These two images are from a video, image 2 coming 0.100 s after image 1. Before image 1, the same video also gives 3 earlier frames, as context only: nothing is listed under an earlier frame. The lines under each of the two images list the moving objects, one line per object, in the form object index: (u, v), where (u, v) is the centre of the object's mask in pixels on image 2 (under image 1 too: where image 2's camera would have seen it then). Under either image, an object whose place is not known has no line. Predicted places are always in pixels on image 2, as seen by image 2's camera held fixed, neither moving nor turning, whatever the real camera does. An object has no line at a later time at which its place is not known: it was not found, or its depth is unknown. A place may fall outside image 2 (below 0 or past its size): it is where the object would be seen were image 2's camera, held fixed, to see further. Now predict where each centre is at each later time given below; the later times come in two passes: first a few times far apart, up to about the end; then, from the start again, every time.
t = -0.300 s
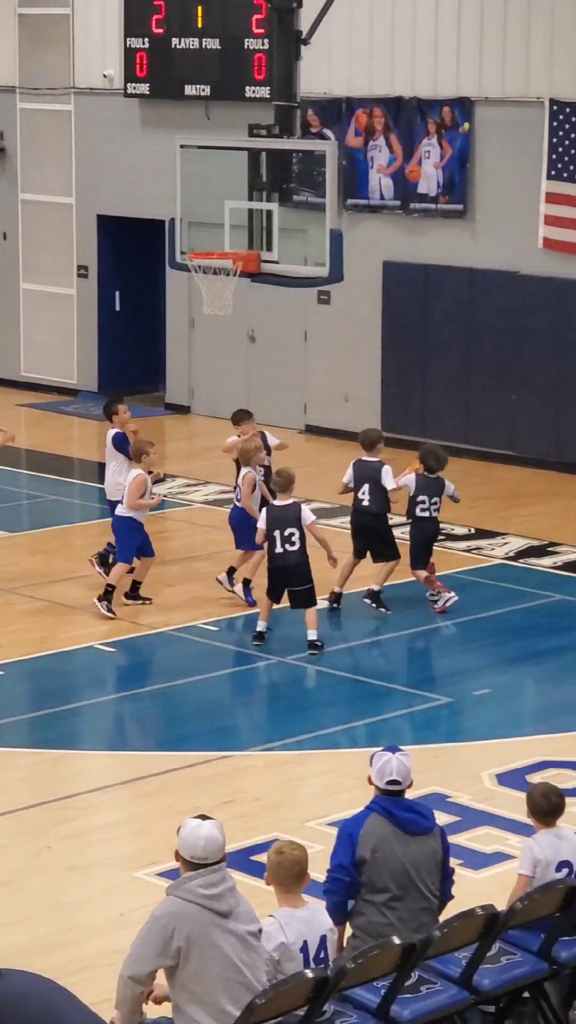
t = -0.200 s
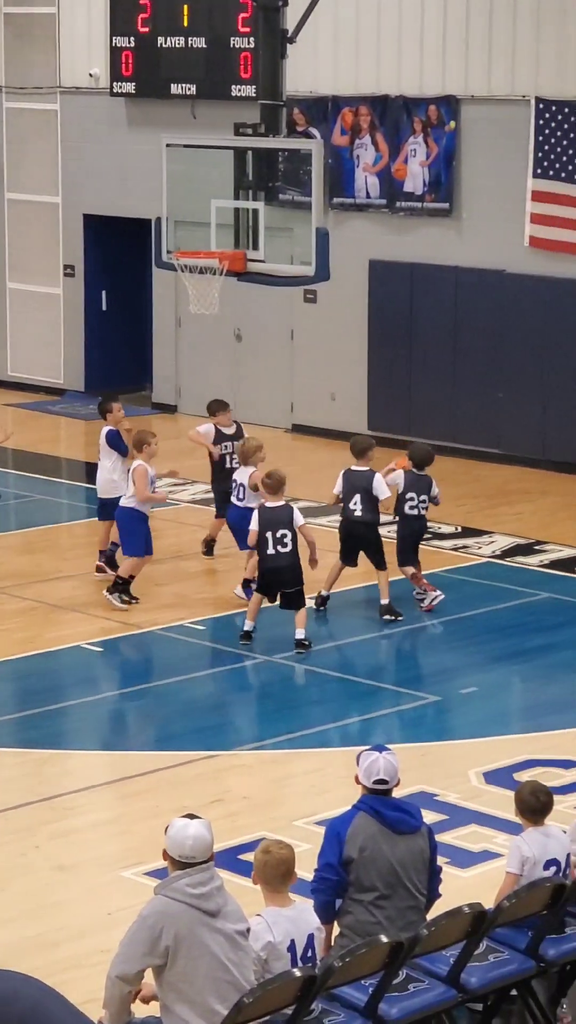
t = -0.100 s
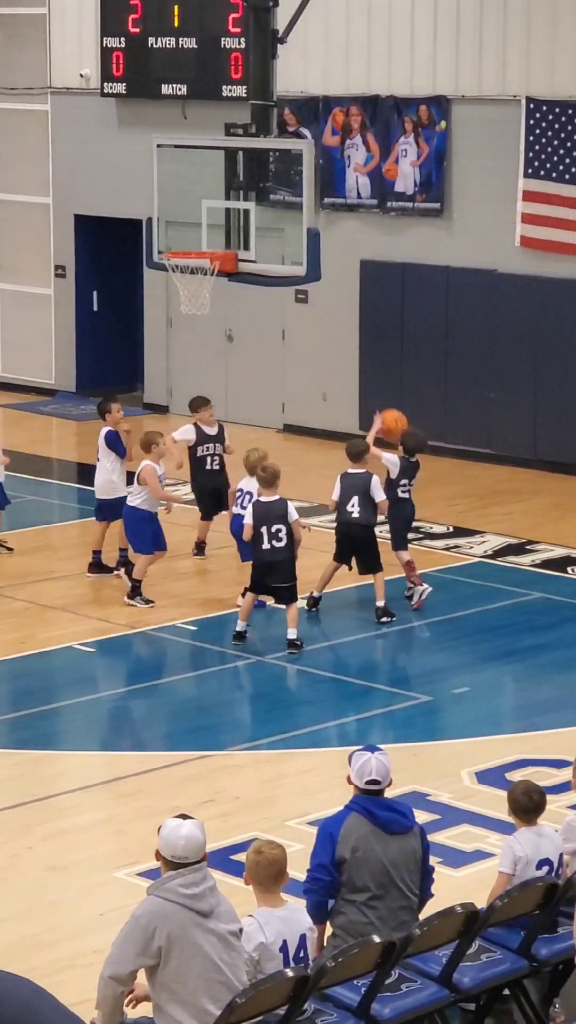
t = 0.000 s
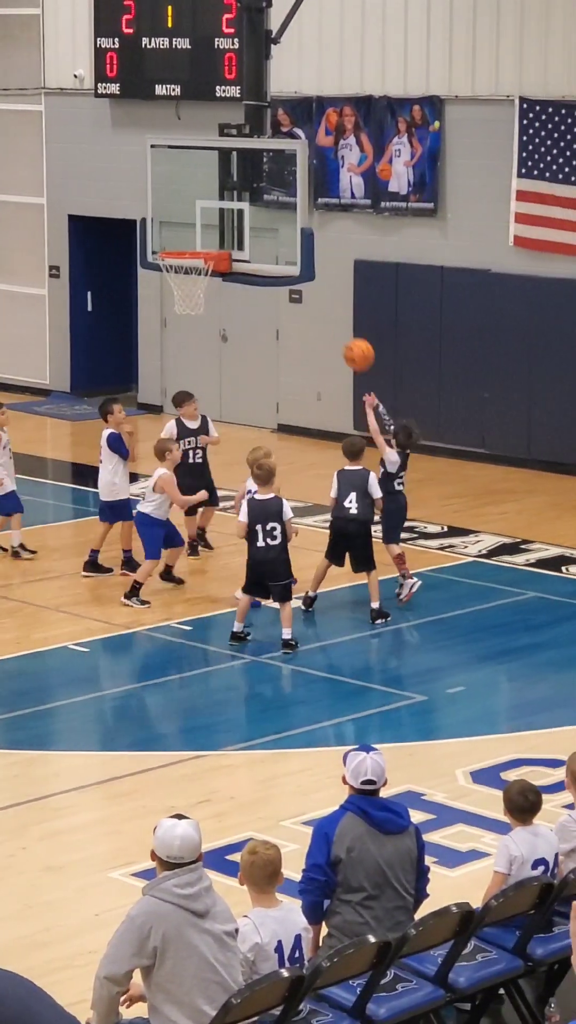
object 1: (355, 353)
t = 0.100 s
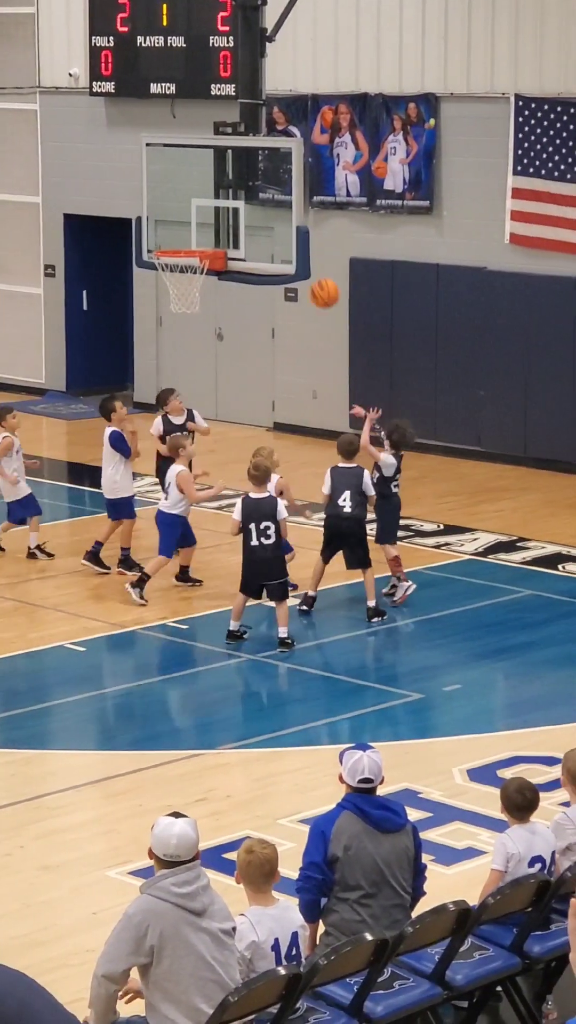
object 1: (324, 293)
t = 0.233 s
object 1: (285, 236)
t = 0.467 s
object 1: (219, 194)
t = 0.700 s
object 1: (158, 218)
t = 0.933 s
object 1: (102, 304)
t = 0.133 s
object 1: (314, 276)
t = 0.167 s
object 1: (304, 262)
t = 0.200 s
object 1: (295, 249)
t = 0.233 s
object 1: (285, 236)
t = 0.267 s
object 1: (275, 226)
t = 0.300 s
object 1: (266, 217)
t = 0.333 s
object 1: (256, 210)
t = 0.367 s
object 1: (246, 203)
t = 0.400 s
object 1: (237, 199)
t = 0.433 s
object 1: (228, 196)
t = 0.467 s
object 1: (219, 194)
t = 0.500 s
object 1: (210, 193)
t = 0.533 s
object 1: (201, 195)
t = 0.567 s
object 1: (192, 196)
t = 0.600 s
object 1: (184, 200)
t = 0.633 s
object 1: (175, 205)
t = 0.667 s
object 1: (166, 211)
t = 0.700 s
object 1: (158, 218)
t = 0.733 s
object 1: (149, 227)
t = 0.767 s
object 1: (141, 237)
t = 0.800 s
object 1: (133, 248)
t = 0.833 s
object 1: (125, 260)
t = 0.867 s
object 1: (117, 274)
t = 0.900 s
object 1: (110, 289)
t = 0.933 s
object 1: (102, 304)
